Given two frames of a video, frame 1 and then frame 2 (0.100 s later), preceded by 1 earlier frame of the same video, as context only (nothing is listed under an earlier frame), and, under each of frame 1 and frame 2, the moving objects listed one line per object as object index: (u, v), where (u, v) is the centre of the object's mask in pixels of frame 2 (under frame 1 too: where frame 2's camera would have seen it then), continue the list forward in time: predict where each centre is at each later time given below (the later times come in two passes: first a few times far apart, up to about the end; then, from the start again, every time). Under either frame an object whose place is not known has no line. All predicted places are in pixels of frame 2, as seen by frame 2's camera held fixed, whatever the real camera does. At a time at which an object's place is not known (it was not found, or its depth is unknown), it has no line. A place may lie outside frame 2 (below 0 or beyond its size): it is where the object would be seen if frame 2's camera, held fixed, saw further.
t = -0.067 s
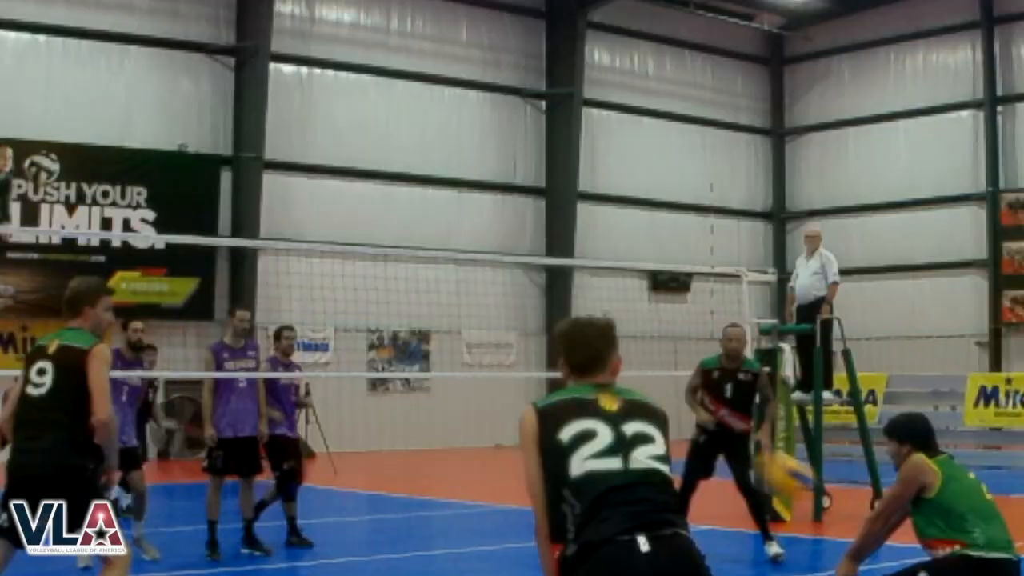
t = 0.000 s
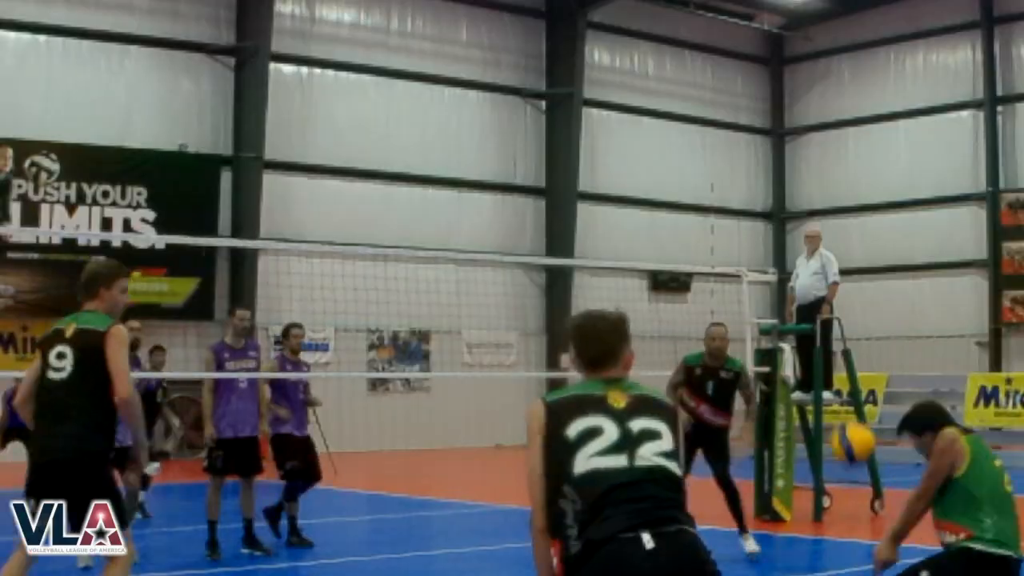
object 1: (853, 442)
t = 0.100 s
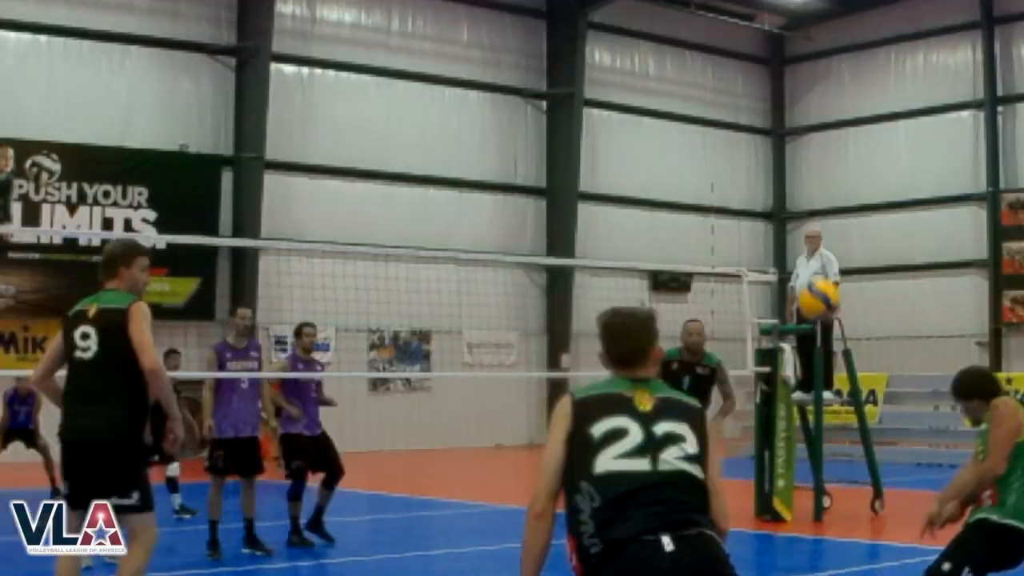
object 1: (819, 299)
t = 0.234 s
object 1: (779, 163)
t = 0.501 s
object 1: (721, 39)
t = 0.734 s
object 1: (684, 30)
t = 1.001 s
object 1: (651, 102)
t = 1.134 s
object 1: (638, 169)
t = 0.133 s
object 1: (807, 260)
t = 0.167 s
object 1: (798, 224)
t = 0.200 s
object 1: (788, 193)
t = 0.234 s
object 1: (779, 163)
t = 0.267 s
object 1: (770, 138)
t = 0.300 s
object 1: (763, 116)
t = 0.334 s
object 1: (755, 97)
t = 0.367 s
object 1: (749, 84)
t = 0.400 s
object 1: (742, 69)
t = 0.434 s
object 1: (734, 57)
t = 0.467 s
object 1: (727, 47)
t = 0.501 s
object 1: (721, 39)
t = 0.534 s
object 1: (716, 31)
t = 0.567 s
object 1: (710, 27)
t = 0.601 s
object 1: (704, 24)
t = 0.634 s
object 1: (699, 23)
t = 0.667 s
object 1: (694, 24)
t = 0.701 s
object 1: (689, 26)
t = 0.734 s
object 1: (684, 30)
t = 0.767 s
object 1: (679, 35)
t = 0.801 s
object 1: (675, 41)
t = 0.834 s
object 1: (671, 49)
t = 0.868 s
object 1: (666, 59)
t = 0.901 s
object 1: (663, 67)
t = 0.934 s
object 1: (659, 78)
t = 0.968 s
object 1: (656, 90)
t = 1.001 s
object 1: (651, 102)
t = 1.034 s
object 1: (648, 117)
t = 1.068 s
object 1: (646, 133)
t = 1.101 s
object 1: (642, 151)
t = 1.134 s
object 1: (638, 169)
